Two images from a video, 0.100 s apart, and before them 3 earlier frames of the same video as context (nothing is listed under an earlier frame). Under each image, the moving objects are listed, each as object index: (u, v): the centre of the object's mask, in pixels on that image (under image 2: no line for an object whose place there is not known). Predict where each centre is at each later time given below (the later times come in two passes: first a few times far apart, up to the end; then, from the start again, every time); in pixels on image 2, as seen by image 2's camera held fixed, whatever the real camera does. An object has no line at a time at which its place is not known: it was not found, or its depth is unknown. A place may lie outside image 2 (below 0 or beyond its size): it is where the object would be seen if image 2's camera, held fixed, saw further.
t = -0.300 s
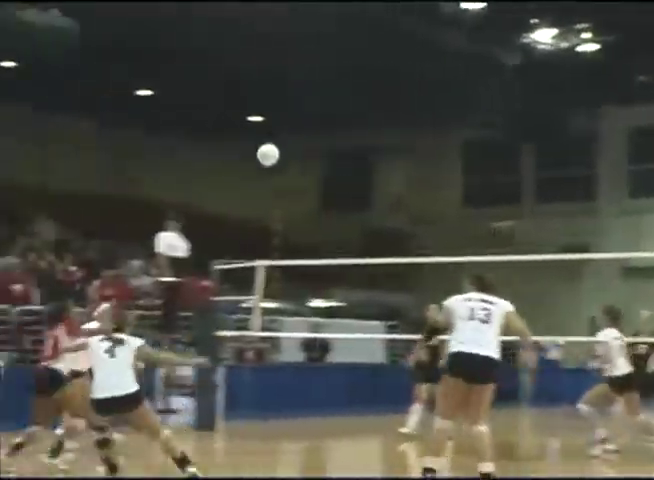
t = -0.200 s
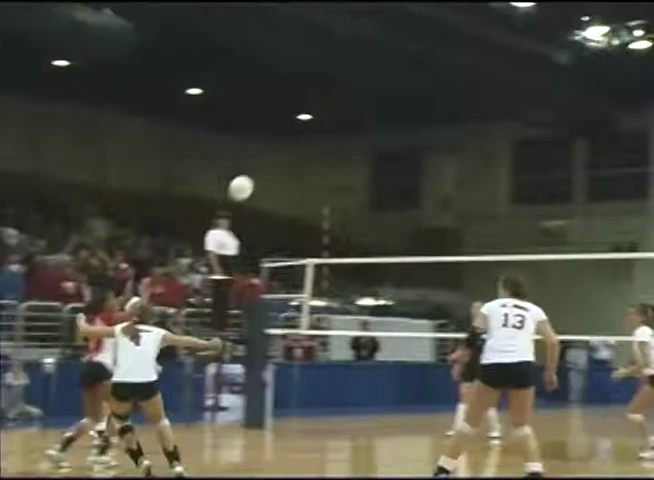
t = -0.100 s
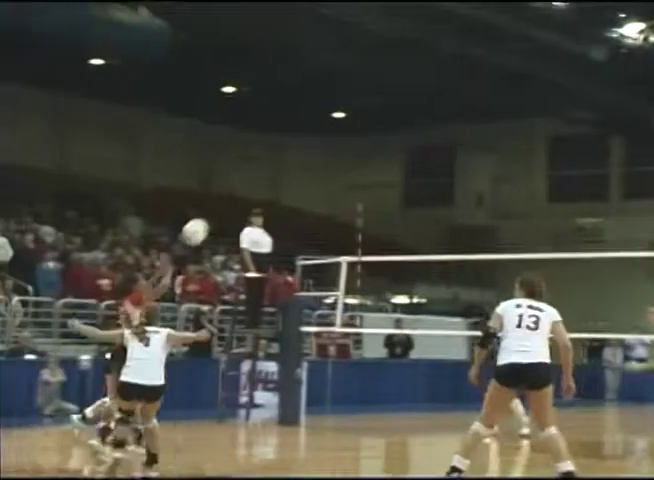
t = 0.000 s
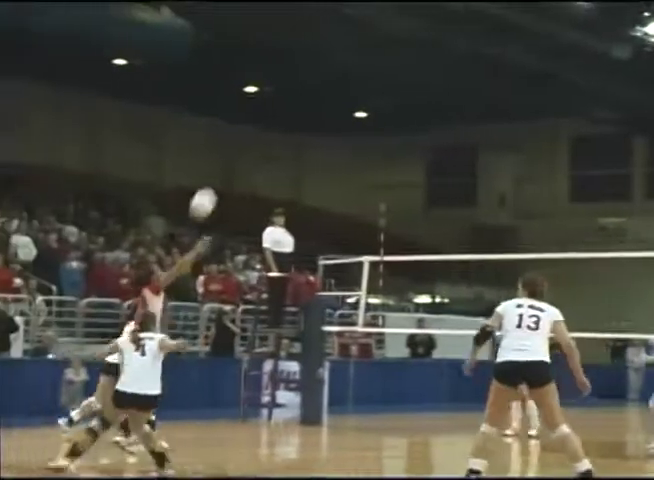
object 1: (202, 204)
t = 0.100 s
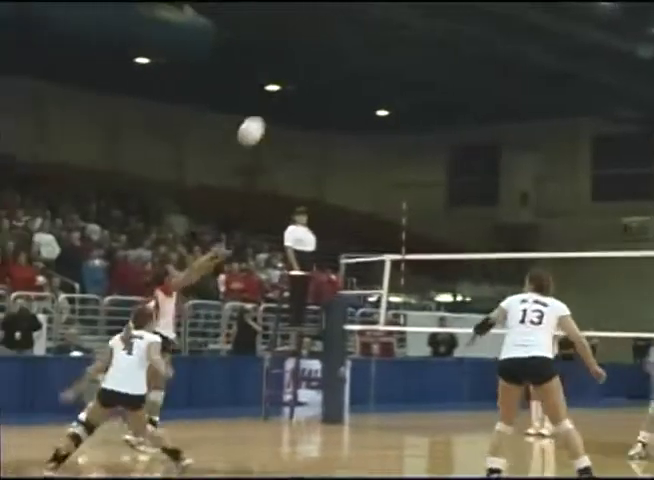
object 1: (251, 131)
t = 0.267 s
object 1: (292, 39)
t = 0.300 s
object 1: (300, 24)
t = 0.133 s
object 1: (260, 110)
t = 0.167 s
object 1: (268, 90)
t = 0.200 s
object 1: (276, 71)
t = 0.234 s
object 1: (284, 55)
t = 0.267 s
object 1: (292, 39)
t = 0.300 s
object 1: (300, 24)
